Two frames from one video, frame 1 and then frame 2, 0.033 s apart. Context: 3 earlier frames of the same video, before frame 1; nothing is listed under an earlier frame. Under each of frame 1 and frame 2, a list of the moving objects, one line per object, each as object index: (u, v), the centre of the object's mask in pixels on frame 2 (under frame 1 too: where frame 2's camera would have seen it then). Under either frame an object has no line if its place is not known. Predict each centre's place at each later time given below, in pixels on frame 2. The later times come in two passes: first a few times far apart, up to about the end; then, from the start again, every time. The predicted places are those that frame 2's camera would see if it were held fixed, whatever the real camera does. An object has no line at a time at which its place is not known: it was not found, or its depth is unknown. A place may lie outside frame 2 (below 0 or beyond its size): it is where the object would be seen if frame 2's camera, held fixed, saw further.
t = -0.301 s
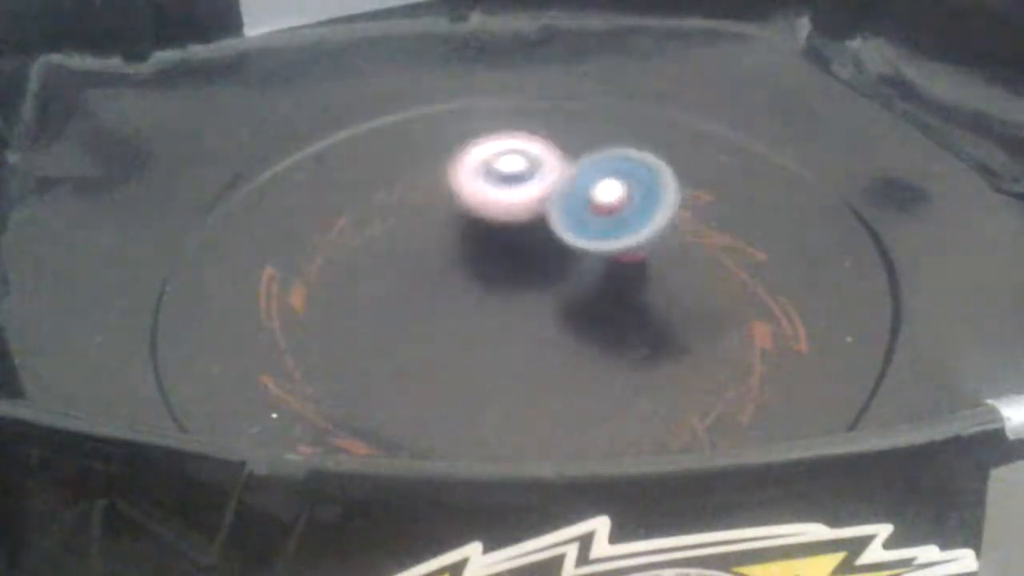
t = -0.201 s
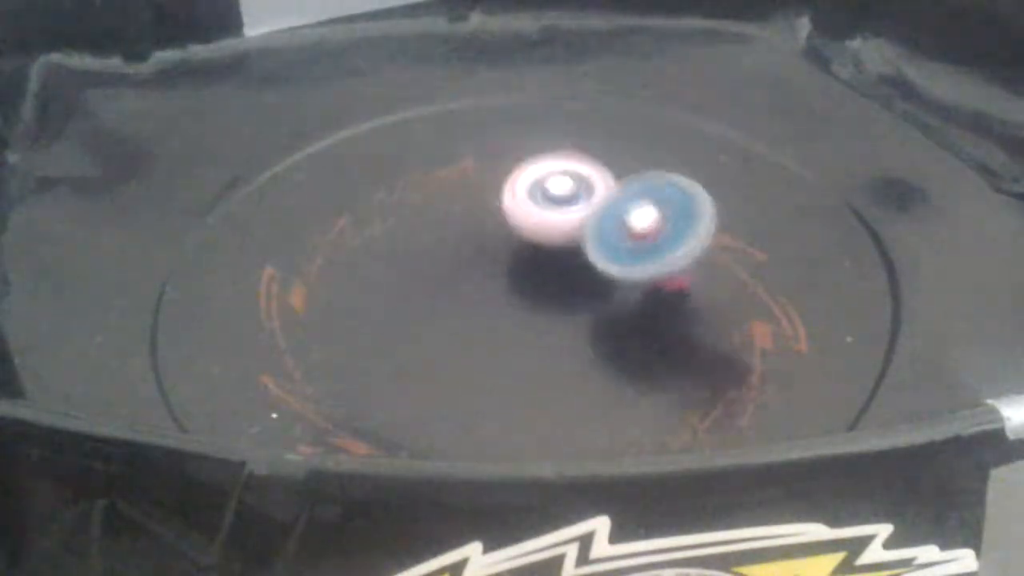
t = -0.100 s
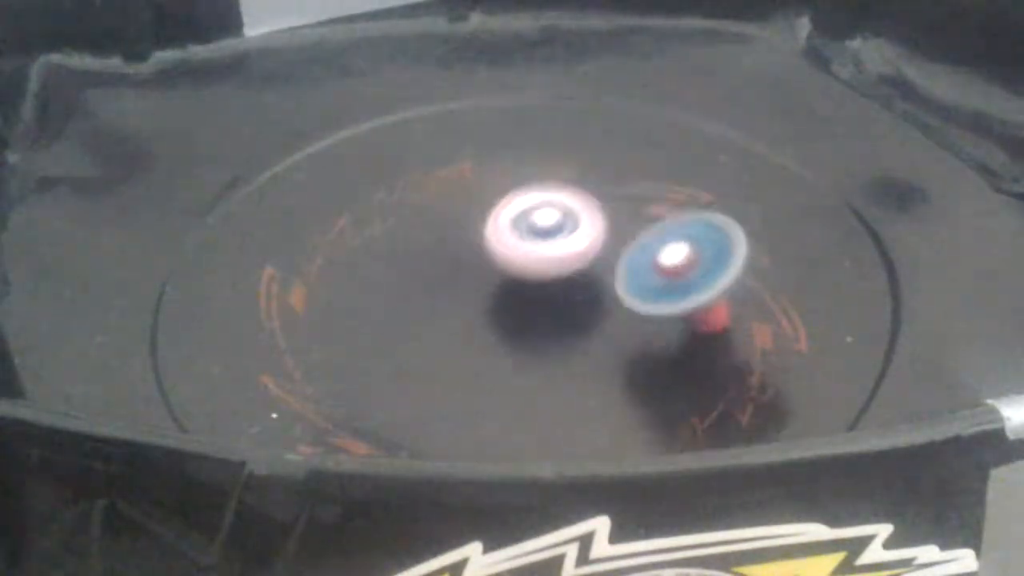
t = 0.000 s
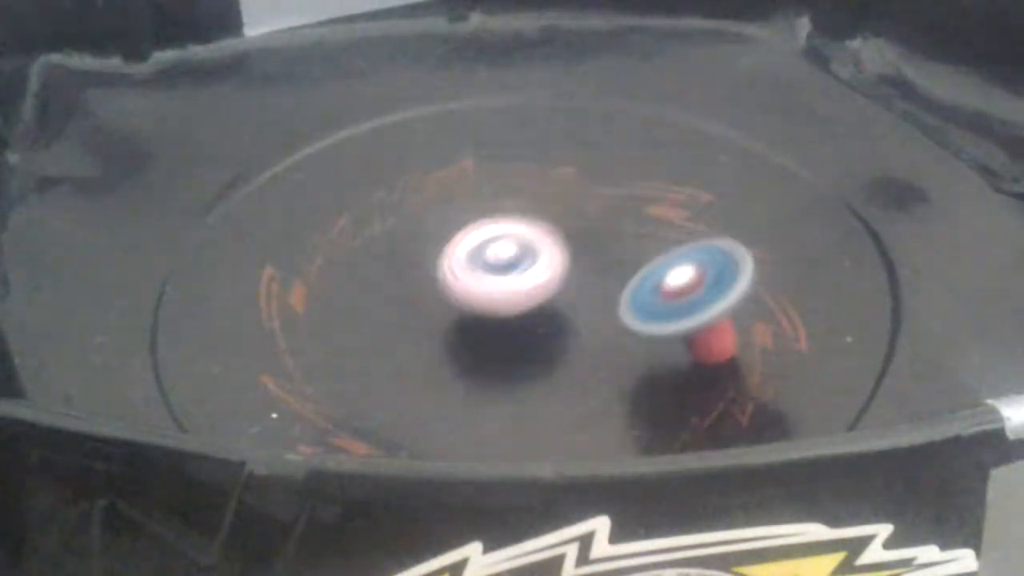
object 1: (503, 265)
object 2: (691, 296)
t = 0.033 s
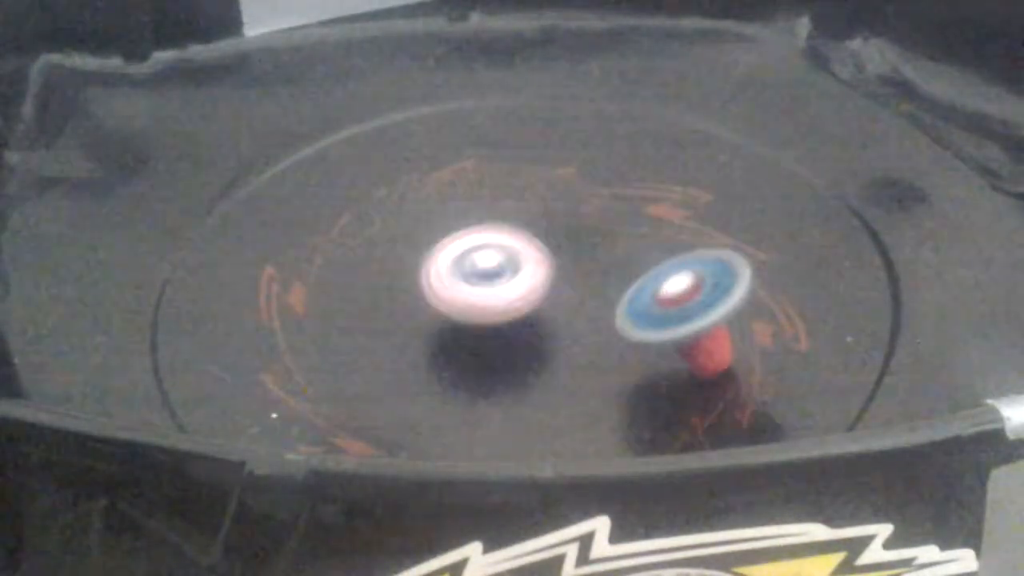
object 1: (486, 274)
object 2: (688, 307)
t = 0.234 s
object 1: (359, 304)
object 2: (616, 365)
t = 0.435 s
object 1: (340, 247)
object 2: (487, 388)
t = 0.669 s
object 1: (461, 248)
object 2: (383, 340)
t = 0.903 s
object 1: (552, 324)
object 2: (330, 273)
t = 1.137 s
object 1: (541, 417)
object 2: (427, 210)
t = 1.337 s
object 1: (396, 390)
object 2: (517, 166)
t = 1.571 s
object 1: (427, 294)
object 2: (630, 185)
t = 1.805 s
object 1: (532, 252)
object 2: (691, 250)
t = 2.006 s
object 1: (577, 263)
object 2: (664, 335)
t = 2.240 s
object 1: (559, 292)
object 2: (531, 401)
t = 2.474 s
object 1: (510, 292)
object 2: (350, 373)
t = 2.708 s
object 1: (511, 267)
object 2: (290, 274)
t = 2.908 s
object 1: (491, 266)
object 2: (364, 192)
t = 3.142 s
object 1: (449, 271)
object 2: (519, 165)
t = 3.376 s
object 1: (372, 307)
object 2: (734, 190)
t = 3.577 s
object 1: (358, 260)
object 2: (824, 232)
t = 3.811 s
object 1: (437, 269)
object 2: (692, 316)
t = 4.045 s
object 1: (447, 315)
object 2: (309, 400)
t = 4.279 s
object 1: (400, 359)
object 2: (160, 338)
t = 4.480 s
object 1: (357, 322)
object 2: (185, 242)
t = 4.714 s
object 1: (421, 298)
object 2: (401, 192)
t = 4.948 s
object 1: (456, 302)
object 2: (705, 146)
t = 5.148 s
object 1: (462, 308)
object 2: (838, 163)
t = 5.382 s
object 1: (469, 313)
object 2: (704, 290)
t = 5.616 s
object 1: (454, 317)
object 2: (365, 417)
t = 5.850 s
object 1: (437, 324)
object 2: (190, 371)
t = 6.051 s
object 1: (394, 330)
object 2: (243, 270)
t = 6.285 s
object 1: (363, 290)
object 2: (490, 166)
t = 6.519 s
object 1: (413, 263)
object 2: (744, 139)
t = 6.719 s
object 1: (421, 263)
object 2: (795, 220)
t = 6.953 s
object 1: (421, 268)
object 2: (570, 406)
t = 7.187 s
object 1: (395, 271)
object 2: (266, 407)
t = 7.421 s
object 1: (383, 251)
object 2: (273, 272)
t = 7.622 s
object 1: (423, 191)
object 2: (355, 252)
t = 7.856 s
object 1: (513, 178)
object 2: (549, 242)
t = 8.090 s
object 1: (509, 246)
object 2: (692, 285)
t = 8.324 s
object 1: (422, 289)
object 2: (630, 351)
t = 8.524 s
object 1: (335, 298)
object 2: (470, 349)
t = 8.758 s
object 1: (337, 241)
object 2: (395, 297)
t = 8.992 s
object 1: (409, 265)
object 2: (410, 361)
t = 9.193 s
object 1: (436, 298)
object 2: (410, 409)
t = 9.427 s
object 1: (393, 303)
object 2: (460, 358)
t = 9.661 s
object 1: (382, 340)
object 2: (506, 355)
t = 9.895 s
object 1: (370, 327)
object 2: (486, 371)
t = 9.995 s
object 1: (374, 317)
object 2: (472, 346)
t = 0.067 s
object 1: (468, 282)
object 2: (683, 316)
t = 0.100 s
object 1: (448, 288)
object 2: (675, 326)
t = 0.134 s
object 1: (426, 292)
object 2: (664, 337)
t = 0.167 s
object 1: (404, 297)
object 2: (651, 346)
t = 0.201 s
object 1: (380, 302)
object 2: (634, 355)
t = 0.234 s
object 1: (359, 304)
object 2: (616, 365)
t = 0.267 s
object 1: (341, 301)
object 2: (596, 373)
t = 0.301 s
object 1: (329, 293)
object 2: (574, 381)
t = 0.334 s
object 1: (325, 283)
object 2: (551, 385)
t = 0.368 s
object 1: (325, 272)
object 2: (529, 388)
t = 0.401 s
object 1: (329, 260)
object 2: (506, 390)
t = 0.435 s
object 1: (340, 247)
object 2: (487, 388)
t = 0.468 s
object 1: (356, 237)
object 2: (466, 385)
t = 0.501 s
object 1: (377, 231)
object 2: (449, 382)
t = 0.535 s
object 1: (401, 228)
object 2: (432, 375)
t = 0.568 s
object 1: (423, 228)
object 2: (417, 369)
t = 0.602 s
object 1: (441, 232)
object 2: (404, 360)
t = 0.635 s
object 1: (453, 239)
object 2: (393, 350)
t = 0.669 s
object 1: (461, 248)
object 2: (383, 340)
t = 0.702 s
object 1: (469, 260)
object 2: (376, 330)
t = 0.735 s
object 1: (478, 271)
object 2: (369, 319)
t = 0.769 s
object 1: (499, 281)
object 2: (345, 309)
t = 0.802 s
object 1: (517, 290)
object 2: (331, 299)
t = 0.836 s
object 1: (532, 300)
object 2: (326, 289)
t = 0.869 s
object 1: (542, 311)
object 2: (326, 281)
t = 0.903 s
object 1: (552, 324)
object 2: (330, 273)
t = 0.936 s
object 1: (559, 338)
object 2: (337, 266)
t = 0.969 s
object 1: (565, 353)
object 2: (346, 260)
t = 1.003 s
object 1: (569, 368)
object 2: (360, 253)
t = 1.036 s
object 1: (572, 386)
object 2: (373, 246)
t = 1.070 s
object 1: (569, 400)
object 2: (389, 236)
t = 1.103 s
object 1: (560, 412)
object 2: (406, 224)
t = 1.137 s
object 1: (541, 417)
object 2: (427, 210)
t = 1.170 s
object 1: (516, 421)
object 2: (446, 196)
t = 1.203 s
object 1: (489, 420)
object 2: (465, 185)
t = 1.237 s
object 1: (461, 418)
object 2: (481, 176)
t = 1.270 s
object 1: (435, 413)
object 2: (495, 170)
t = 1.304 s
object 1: (413, 403)
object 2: (506, 167)
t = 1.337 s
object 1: (396, 390)
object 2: (517, 166)
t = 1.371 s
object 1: (384, 374)
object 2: (528, 166)
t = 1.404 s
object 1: (379, 358)
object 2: (539, 168)
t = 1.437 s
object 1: (382, 342)
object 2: (552, 171)
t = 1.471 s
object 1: (388, 327)
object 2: (569, 174)
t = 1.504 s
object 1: (399, 314)
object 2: (590, 177)
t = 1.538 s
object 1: (412, 303)
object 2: (612, 181)
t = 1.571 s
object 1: (427, 294)
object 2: (630, 185)
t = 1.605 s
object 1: (441, 285)
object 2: (645, 192)
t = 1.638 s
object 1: (456, 277)
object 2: (658, 198)
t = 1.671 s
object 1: (470, 269)
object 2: (669, 206)
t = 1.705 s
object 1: (485, 263)
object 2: (678, 216)
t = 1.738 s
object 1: (501, 257)
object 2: (685, 228)
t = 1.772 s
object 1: (517, 254)
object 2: (690, 240)
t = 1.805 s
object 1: (532, 252)
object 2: (691, 250)
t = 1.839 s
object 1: (544, 252)
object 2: (692, 261)
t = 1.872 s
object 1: (555, 254)
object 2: (692, 274)
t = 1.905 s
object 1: (563, 256)
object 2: (690, 286)
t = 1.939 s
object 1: (569, 259)
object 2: (686, 301)
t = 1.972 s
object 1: (574, 261)
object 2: (678, 318)
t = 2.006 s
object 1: (577, 263)
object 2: (664, 335)
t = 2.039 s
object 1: (578, 265)
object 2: (647, 352)
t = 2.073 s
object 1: (577, 268)
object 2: (628, 368)
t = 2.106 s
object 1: (575, 271)
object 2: (608, 383)
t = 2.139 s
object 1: (573, 275)
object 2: (589, 391)
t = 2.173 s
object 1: (570, 279)
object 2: (568, 397)
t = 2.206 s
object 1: (565, 284)
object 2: (549, 400)
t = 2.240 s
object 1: (559, 292)
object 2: (531, 401)
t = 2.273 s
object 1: (553, 298)
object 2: (512, 401)
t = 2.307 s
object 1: (544, 305)
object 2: (494, 399)
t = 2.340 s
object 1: (530, 309)
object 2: (474, 396)
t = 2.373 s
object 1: (512, 310)
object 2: (451, 391)
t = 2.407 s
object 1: (509, 306)
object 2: (410, 388)
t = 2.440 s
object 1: (509, 298)
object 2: (375, 384)
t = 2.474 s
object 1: (510, 292)
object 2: (350, 373)
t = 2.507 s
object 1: (512, 287)
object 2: (331, 362)
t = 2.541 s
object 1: (513, 282)
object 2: (317, 348)
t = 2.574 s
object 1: (515, 277)
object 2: (305, 335)
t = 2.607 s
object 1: (515, 273)
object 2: (295, 321)
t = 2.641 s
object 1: (515, 270)
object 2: (291, 305)
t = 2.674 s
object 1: (513, 268)
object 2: (289, 289)
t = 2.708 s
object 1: (511, 267)
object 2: (290, 274)
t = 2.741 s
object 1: (507, 266)
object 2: (295, 259)
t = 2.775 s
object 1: (504, 266)
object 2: (303, 244)
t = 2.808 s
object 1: (501, 266)
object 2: (313, 232)
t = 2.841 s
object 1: (497, 266)
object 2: (329, 217)
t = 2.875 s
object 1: (494, 266)
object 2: (346, 203)
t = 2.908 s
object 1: (491, 266)
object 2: (364, 192)
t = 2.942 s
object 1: (487, 266)
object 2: (385, 184)
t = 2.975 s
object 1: (482, 266)
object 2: (405, 177)
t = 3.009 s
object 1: (478, 266)
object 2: (426, 170)
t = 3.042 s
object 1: (472, 265)
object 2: (448, 166)
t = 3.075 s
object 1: (466, 265)
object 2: (471, 164)
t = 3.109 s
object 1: (458, 267)
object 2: (494, 163)
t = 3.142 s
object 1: (449, 271)
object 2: (519, 165)
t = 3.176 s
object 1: (440, 276)
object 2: (549, 167)
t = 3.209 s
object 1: (431, 281)
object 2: (581, 169)
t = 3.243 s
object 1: (420, 285)
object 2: (615, 170)
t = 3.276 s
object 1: (410, 291)
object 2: (649, 172)
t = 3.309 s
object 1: (398, 297)
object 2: (679, 178)
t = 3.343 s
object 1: (385, 303)
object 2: (707, 183)
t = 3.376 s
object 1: (372, 307)
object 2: (734, 190)
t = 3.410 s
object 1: (358, 306)
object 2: (758, 197)
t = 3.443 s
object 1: (349, 301)
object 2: (779, 204)
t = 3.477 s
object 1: (344, 293)
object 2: (797, 210)
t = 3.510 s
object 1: (344, 283)
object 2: (811, 217)
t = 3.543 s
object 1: (348, 271)
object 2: (820, 224)
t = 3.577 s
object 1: (358, 260)
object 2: (824, 232)
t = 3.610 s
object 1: (373, 252)
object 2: (822, 241)
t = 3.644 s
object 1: (392, 247)
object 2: (816, 250)
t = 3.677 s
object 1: (410, 246)
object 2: (805, 260)
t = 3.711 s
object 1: (422, 248)
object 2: (789, 272)
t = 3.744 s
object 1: (429, 253)
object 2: (766, 286)
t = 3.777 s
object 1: (434, 261)
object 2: (733, 302)
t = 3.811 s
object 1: (437, 269)
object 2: (692, 316)
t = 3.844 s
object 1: (439, 277)
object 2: (642, 333)
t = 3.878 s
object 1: (442, 284)
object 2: (582, 353)
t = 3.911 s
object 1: (444, 291)
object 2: (517, 378)
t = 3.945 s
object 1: (446, 296)
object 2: (456, 395)
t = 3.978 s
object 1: (448, 303)
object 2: (402, 401)
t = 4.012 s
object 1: (448, 309)
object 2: (353, 402)
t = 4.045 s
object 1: (447, 315)
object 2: (309, 400)
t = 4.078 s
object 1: (444, 322)
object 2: (266, 395)
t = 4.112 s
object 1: (439, 328)
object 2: (232, 390)
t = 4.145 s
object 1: (434, 334)
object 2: (210, 383)
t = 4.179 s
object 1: (428, 340)
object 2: (193, 374)
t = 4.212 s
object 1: (419, 346)
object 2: (179, 364)
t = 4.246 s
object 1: (410, 353)
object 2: (168, 353)
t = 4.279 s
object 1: (400, 359)
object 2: (160, 338)
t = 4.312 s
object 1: (389, 361)
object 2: (158, 322)
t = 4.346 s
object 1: (377, 360)
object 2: (158, 306)
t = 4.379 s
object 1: (366, 355)
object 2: (161, 288)
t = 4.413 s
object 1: (359, 345)
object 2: (165, 270)
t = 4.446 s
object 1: (356, 334)
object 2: (173, 255)
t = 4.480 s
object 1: (357, 322)
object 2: (185, 242)
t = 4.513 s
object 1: (362, 311)
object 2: (205, 236)
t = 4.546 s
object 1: (372, 301)
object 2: (230, 226)
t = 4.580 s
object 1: (383, 295)
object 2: (260, 216)
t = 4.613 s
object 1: (394, 292)
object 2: (292, 208)
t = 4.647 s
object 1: (405, 292)
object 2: (325, 201)
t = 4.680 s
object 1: (414, 294)
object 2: (363, 194)
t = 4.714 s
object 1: (421, 298)
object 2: (401, 192)
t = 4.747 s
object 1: (428, 299)
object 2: (441, 189)
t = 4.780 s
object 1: (434, 300)
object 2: (486, 184)
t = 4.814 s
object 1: (440, 300)
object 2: (535, 175)
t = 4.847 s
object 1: (445, 301)
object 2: (584, 166)
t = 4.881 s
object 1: (449, 302)
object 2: (629, 157)
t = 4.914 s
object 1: (452, 302)
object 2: (668, 150)
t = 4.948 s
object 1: (456, 302)
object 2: (705, 146)
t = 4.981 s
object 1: (458, 302)
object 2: (740, 145)
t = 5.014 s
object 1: (459, 303)
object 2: (775, 144)
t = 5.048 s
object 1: (460, 303)
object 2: (807, 145)
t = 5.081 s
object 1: (461, 305)
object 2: (824, 149)
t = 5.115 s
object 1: (462, 306)
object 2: (834, 155)
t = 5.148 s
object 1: (462, 308)
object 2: (838, 163)
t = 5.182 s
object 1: (464, 309)
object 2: (837, 173)
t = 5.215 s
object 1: (465, 310)
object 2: (827, 186)
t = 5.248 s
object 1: (466, 311)
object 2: (811, 202)
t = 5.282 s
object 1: (467, 312)
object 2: (791, 220)
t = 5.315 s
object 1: (469, 312)
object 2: (767, 241)
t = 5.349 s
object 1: (469, 313)
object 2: (738, 266)
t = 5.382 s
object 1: (469, 313)
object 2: (704, 290)
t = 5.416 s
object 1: (468, 313)
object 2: (667, 314)
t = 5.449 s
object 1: (467, 312)
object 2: (619, 339)
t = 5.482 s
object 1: (464, 312)
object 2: (565, 370)
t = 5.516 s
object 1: (461, 313)
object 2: (509, 395)
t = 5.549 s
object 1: (460, 314)
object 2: (459, 409)
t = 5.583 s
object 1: (457, 316)
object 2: (413, 413)
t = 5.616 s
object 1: (454, 317)
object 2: (365, 417)
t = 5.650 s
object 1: (452, 319)
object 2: (322, 420)
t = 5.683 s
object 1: (450, 321)
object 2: (290, 415)
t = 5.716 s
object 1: (448, 321)
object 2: (259, 410)
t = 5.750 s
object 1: (446, 322)
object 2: (237, 403)
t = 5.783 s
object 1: (444, 323)
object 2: (218, 393)
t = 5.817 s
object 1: (441, 324)
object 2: (201, 383)
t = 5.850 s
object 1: (437, 324)
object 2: (190, 371)
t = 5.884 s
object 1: (432, 324)
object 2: (182, 354)
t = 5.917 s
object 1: (427, 325)
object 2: (181, 335)
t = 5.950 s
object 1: (420, 326)
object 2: (183, 318)
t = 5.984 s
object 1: (412, 327)
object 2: (196, 307)
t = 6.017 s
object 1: (403, 329)
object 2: (215, 291)
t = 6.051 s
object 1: (394, 330)
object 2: (243, 270)
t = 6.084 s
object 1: (385, 333)
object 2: (269, 252)
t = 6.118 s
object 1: (375, 331)
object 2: (301, 235)
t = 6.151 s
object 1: (367, 326)
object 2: (335, 220)
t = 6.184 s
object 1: (362, 319)
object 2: (373, 206)
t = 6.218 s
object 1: (360, 309)
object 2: (411, 192)
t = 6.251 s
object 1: (360, 300)
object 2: (450, 179)
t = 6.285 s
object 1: (363, 290)
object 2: (490, 166)
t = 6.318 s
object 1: (369, 281)
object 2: (529, 156)
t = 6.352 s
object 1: (377, 274)
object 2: (566, 147)
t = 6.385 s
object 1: (387, 268)
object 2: (604, 141)
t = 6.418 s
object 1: (396, 265)
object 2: (640, 135)
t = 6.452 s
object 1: (404, 264)
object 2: (677, 134)
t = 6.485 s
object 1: (409, 263)
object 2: (712, 135)
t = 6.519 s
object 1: (413, 263)
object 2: (744, 139)
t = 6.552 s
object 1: (416, 262)
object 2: (774, 145)
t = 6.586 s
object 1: (419, 262)
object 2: (803, 153)
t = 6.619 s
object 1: (420, 262)
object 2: (819, 166)
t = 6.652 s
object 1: (421, 262)
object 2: (817, 182)
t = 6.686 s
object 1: (421, 262)
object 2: (807, 200)
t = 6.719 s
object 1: (421, 263)
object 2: (795, 220)
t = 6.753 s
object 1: (421, 264)
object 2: (778, 244)
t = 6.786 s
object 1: (421, 265)
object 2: (755, 274)
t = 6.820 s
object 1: (421, 266)
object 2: (733, 304)
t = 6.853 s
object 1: (421, 267)
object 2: (701, 335)
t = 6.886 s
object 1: (422, 267)
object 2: (662, 364)
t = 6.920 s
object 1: (421, 268)
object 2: (620, 391)
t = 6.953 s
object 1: (421, 268)
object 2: (570, 406)
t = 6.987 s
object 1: (420, 268)
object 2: (519, 416)
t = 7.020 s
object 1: (418, 268)
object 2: (469, 422)
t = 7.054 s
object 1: (415, 268)
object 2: (419, 425)
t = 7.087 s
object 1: (411, 268)
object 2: (370, 426)
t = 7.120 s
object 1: (406, 269)
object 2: (324, 422)
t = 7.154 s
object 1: (401, 270)
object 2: (288, 415)
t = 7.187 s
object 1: (395, 271)
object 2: (266, 407)
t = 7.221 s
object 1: (390, 272)
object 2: (253, 399)
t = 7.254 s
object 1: (385, 273)
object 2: (249, 385)
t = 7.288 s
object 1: (379, 273)
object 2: (248, 368)
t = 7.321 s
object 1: (376, 273)
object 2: (253, 340)
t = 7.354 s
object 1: (375, 270)
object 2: (260, 315)
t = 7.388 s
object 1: (379, 264)
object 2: (270, 290)
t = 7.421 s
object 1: (383, 251)
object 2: (273, 272)
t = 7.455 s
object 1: (387, 234)
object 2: (272, 262)
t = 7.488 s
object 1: (391, 222)
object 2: (277, 265)
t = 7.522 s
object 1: (395, 212)
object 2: (291, 258)
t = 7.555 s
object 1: (400, 203)
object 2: (310, 255)
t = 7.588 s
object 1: (410, 196)
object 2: (332, 252)
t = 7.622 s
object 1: (423, 191)
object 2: (355, 252)
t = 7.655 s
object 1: (442, 187)
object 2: (380, 247)
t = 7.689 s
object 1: (463, 186)
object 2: (409, 240)
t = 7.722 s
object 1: (479, 181)
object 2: (437, 239)
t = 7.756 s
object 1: (491, 175)
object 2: (462, 244)
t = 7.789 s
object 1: (500, 172)
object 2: (489, 245)
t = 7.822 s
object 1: (508, 172)
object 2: (520, 244)
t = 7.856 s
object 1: (513, 178)
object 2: (549, 242)
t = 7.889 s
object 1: (517, 189)
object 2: (576, 242)
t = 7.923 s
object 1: (523, 201)
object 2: (600, 246)
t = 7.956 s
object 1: (527, 212)
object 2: (623, 250)
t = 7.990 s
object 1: (528, 221)
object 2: (647, 259)
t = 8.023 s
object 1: (523, 230)
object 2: (668, 269)
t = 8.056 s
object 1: (516, 238)
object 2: (682, 277)
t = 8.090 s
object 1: (509, 246)
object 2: (692, 285)
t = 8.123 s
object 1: (499, 254)
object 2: (699, 296)
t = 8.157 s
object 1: (489, 260)
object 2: (699, 303)
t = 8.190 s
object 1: (476, 268)
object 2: (695, 313)
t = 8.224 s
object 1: (465, 274)
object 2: (684, 323)
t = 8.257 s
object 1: (451, 279)
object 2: (671, 332)
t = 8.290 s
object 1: (437, 284)
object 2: (649, 341)
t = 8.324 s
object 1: (422, 289)
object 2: (630, 351)
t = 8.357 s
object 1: (407, 294)
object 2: (605, 356)
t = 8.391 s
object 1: (391, 299)
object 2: (578, 360)
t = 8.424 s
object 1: (376, 304)
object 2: (551, 360)
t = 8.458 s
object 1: (358, 305)
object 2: (524, 357)
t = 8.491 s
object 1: (347, 304)
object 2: (496, 355)
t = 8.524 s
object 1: (335, 298)
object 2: (470, 349)
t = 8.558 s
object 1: (328, 290)
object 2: (447, 345)
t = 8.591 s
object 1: (322, 280)
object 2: (424, 335)
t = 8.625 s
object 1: (321, 269)
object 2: (404, 325)
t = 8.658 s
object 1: (324, 256)
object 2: (389, 309)
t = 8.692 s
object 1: (334, 244)
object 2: (383, 300)
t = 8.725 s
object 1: (332, 242)
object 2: (390, 298)
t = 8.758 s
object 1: (337, 241)
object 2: (395, 297)
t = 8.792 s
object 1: (344, 241)
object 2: (395, 299)
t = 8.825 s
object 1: (352, 243)
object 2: (396, 300)
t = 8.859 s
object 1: (360, 246)
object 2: (398, 303)
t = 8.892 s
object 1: (372, 247)
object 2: (402, 311)
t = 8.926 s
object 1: (392, 254)
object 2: (406, 332)
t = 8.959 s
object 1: (401, 259)
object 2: (411, 344)
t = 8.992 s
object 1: (409, 265)
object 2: (410, 361)
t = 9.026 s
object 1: (418, 273)
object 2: (411, 376)
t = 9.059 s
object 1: (424, 277)
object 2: (410, 388)
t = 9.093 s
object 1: (428, 282)
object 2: (410, 397)
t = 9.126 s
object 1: (431, 287)
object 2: (410, 404)
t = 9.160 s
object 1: (435, 293)
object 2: (410, 409)
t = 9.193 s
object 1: (436, 298)
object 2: (410, 409)
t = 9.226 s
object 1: (438, 302)
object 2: (410, 409)
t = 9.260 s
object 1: (438, 308)
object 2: (414, 406)
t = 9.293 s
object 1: (439, 310)
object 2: (419, 398)
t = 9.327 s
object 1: (439, 310)
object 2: (426, 391)
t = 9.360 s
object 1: (434, 303)
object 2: (435, 375)
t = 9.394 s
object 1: (416, 300)
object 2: (443, 365)
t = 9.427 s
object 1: (393, 303)
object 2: (460, 358)
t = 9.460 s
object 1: (386, 309)
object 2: (471, 353)
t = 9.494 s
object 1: (383, 313)
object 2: (480, 351)
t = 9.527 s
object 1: (383, 322)
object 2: (487, 350)
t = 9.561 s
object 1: (385, 326)
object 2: (492, 350)
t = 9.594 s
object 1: (387, 331)
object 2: (499, 351)
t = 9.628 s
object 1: (385, 337)
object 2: (505, 351)
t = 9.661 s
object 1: (382, 340)
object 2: (506, 355)
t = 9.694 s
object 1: (378, 342)
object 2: (506, 360)
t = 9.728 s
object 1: (372, 343)
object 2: (505, 366)
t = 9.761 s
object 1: (369, 341)
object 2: (501, 373)
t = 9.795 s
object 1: (367, 338)
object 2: (499, 376)
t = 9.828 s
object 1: (366, 333)
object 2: (493, 377)
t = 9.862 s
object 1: (367, 331)
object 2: (489, 374)
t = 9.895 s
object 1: (370, 327)
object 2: (486, 371)
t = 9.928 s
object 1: (370, 323)
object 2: (482, 358)
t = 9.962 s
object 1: (371, 320)
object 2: (476, 350)
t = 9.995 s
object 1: (374, 317)
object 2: (472, 346)
